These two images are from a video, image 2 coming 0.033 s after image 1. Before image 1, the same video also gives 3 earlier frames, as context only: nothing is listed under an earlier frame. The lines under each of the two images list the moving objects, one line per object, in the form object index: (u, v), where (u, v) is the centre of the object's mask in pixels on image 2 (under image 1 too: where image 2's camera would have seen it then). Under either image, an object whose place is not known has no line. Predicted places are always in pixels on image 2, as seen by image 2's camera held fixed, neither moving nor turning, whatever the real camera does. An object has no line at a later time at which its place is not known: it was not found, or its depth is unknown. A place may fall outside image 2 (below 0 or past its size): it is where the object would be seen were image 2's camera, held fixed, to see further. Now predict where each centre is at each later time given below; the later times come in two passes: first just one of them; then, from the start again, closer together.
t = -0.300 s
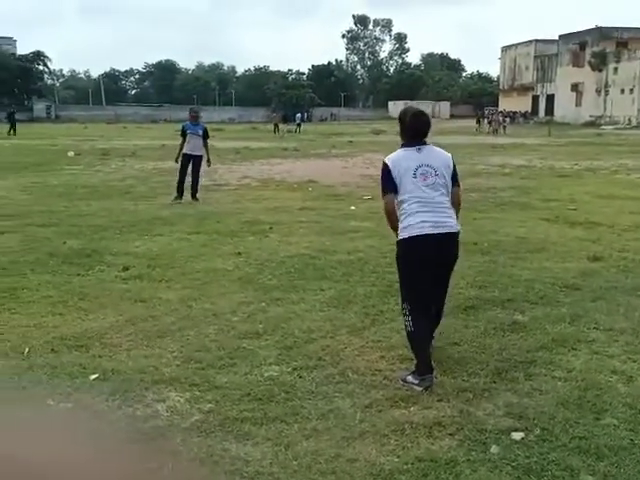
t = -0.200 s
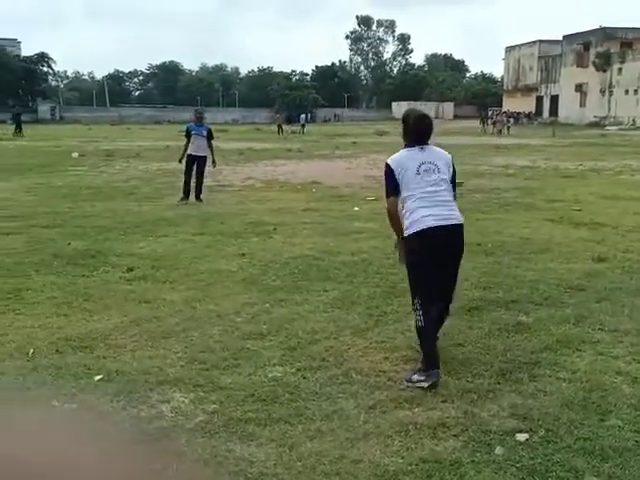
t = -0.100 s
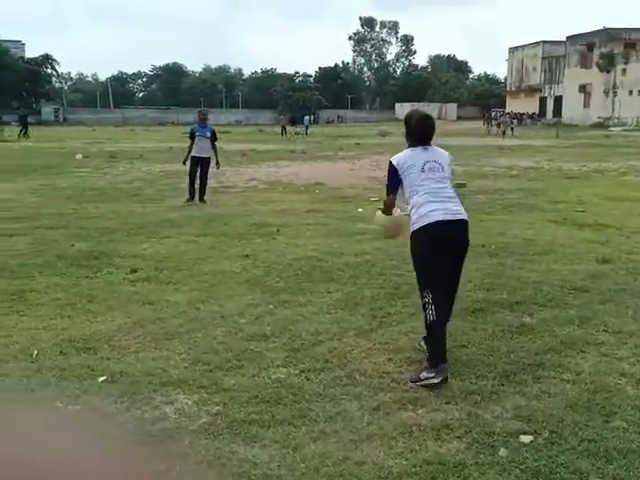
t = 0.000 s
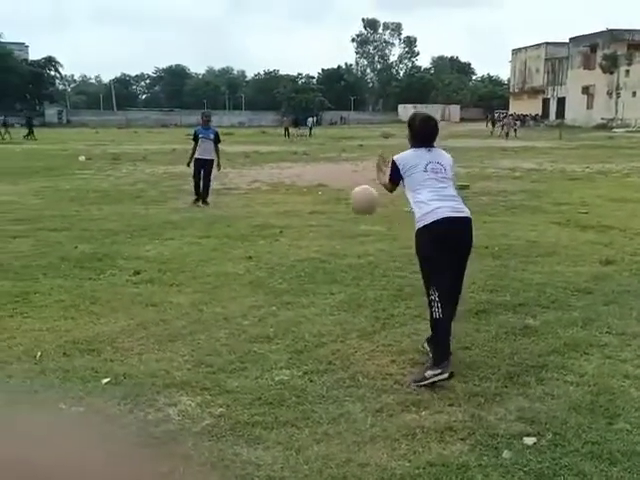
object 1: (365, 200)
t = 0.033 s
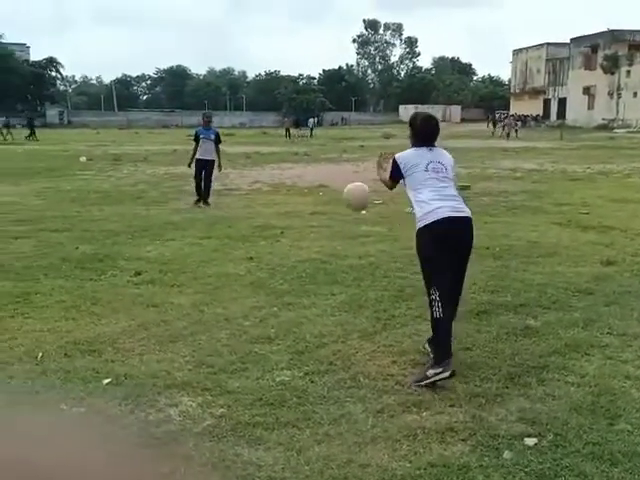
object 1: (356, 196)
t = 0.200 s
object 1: (323, 199)
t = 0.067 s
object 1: (348, 194)
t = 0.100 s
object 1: (342, 193)
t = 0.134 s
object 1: (334, 194)
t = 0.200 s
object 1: (323, 199)
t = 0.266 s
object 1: (310, 209)
